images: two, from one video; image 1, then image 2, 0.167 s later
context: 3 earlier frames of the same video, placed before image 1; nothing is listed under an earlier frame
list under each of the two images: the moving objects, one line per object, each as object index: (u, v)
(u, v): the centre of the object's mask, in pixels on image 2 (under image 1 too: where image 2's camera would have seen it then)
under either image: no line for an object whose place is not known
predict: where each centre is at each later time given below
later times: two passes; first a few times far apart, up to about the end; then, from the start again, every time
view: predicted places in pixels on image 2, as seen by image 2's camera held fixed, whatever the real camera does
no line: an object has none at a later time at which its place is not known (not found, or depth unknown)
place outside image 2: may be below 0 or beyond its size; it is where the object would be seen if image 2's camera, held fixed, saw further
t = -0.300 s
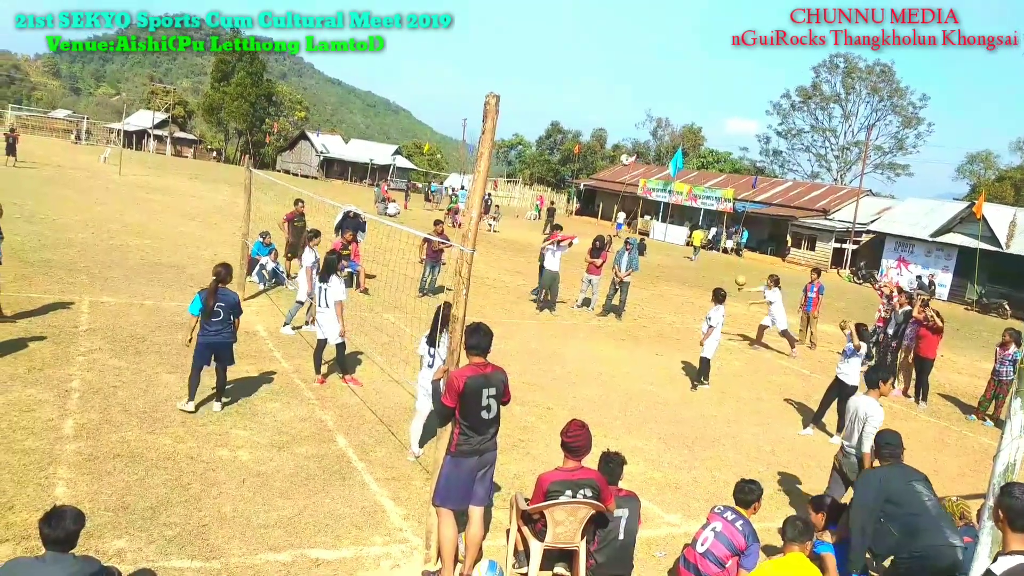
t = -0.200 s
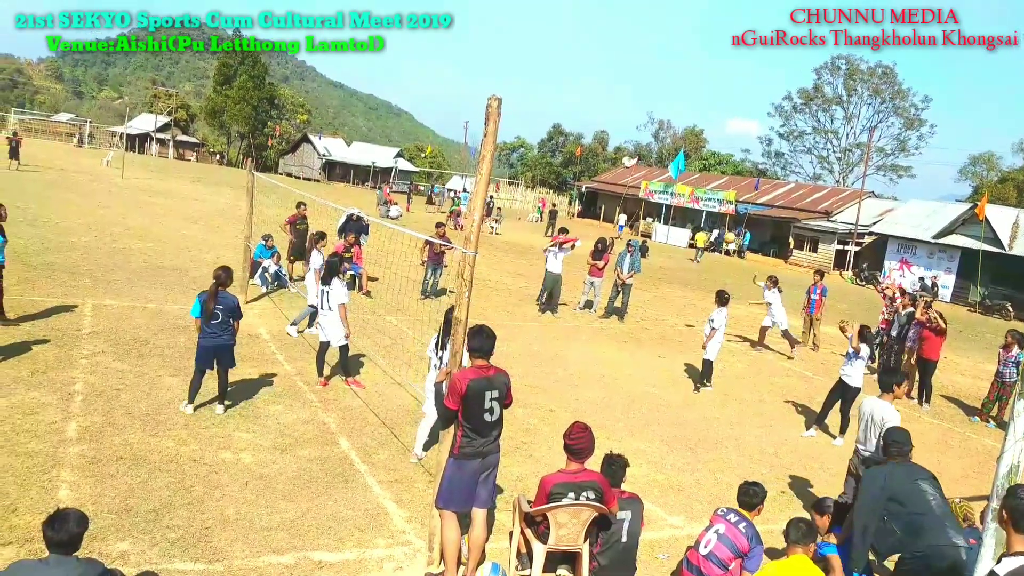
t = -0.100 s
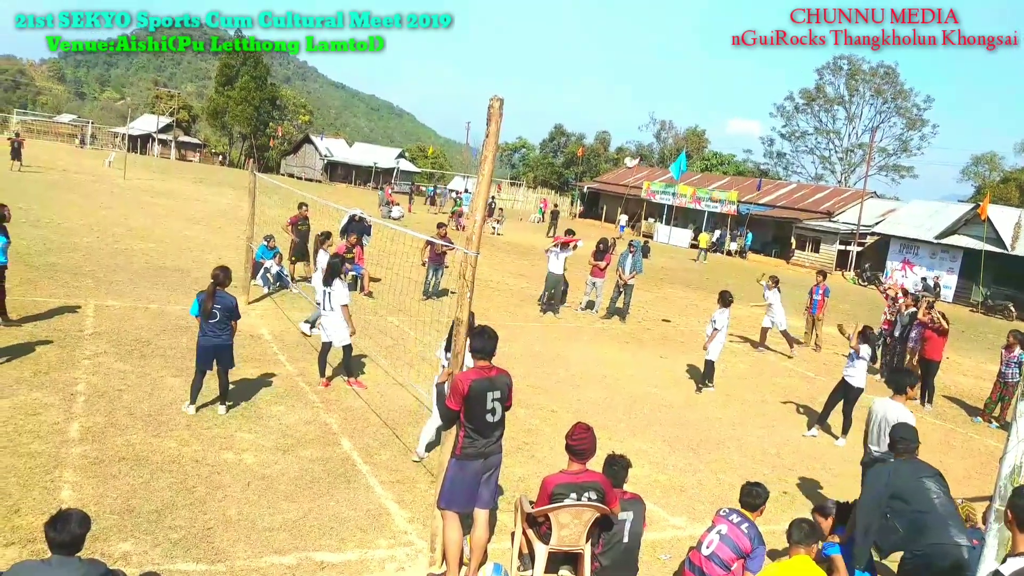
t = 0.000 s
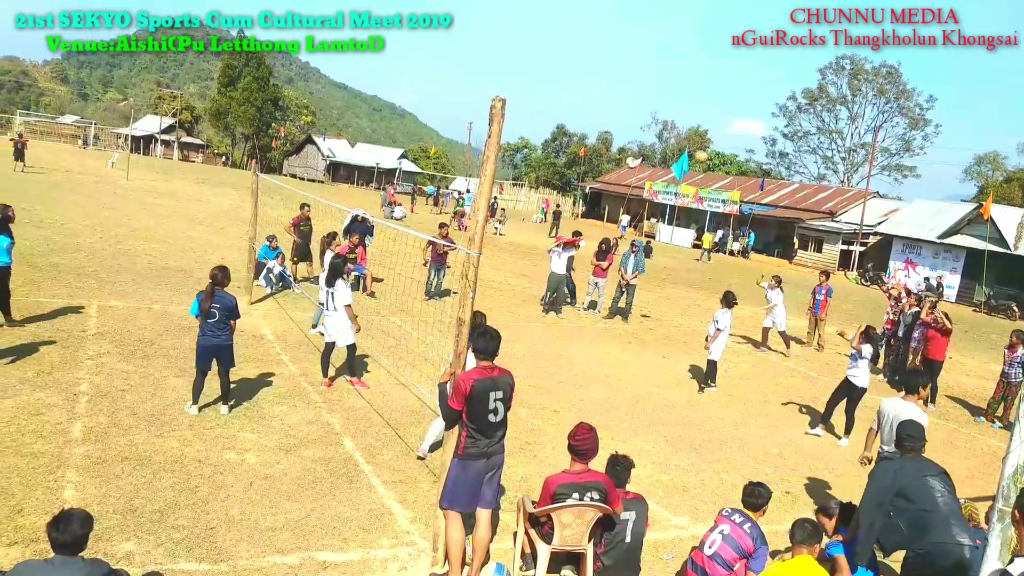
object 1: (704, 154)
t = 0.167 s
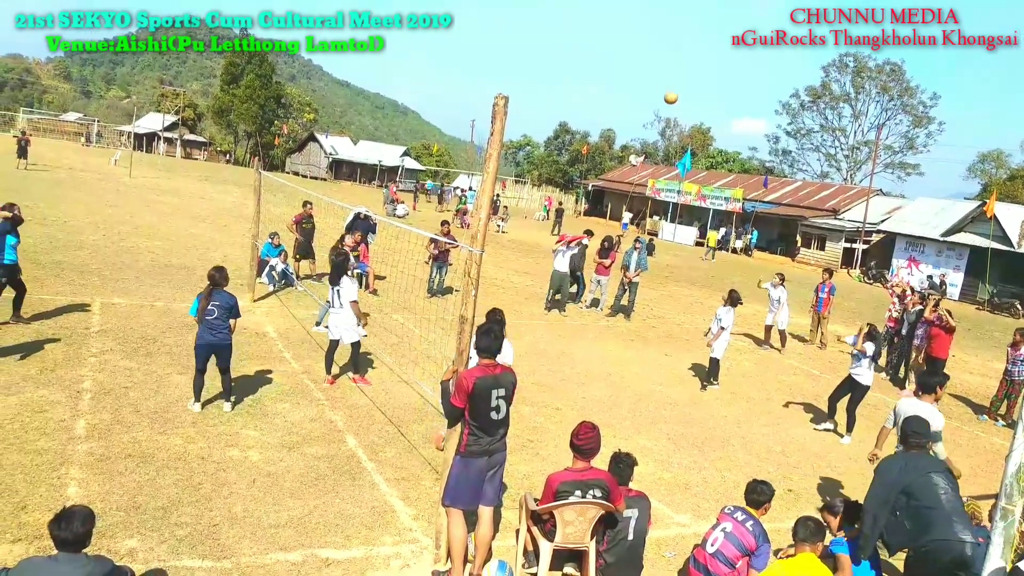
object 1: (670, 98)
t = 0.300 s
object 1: (641, 60)
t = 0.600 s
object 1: (560, 10)
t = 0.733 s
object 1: (515, 10)
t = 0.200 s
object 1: (663, 88)
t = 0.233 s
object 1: (656, 78)
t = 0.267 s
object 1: (649, 68)
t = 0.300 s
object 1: (641, 60)
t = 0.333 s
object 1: (633, 51)
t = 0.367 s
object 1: (625, 43)
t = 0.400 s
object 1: (617, 37)
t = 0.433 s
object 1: (608, 31)
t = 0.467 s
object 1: (599, 25)
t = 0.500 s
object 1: (590, 20)
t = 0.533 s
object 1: (580, 16)
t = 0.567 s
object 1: (570, 12)
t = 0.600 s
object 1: (560, 10)
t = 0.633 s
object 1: (549, 9)
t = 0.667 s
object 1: (538, 9)
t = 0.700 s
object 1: (527, 10)
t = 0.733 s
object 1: (515, 10)
